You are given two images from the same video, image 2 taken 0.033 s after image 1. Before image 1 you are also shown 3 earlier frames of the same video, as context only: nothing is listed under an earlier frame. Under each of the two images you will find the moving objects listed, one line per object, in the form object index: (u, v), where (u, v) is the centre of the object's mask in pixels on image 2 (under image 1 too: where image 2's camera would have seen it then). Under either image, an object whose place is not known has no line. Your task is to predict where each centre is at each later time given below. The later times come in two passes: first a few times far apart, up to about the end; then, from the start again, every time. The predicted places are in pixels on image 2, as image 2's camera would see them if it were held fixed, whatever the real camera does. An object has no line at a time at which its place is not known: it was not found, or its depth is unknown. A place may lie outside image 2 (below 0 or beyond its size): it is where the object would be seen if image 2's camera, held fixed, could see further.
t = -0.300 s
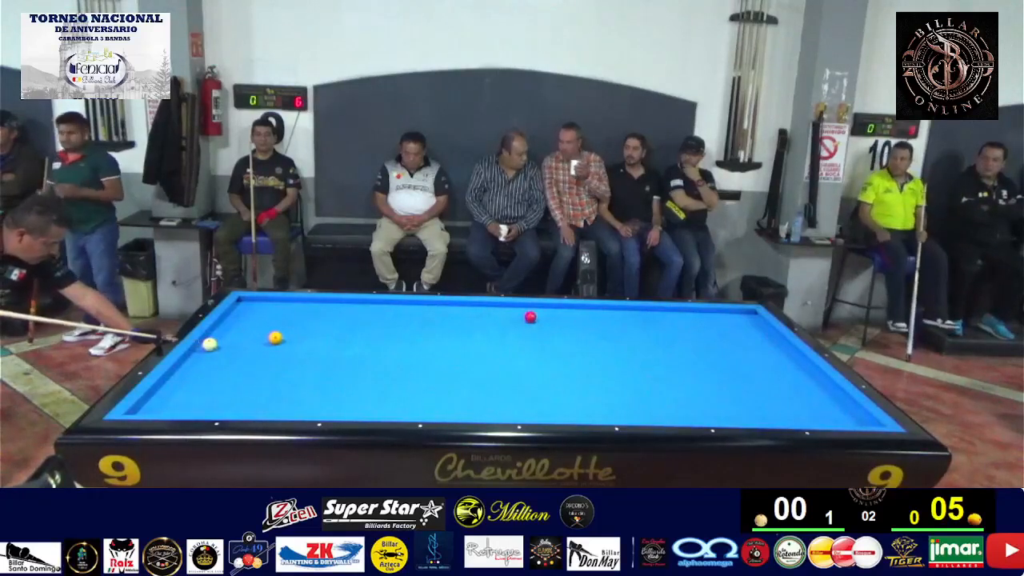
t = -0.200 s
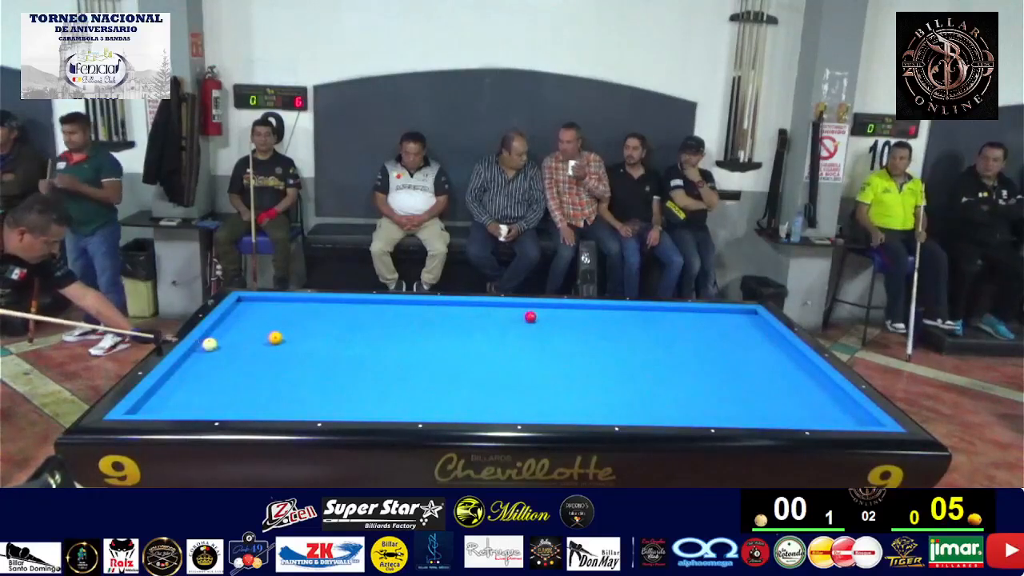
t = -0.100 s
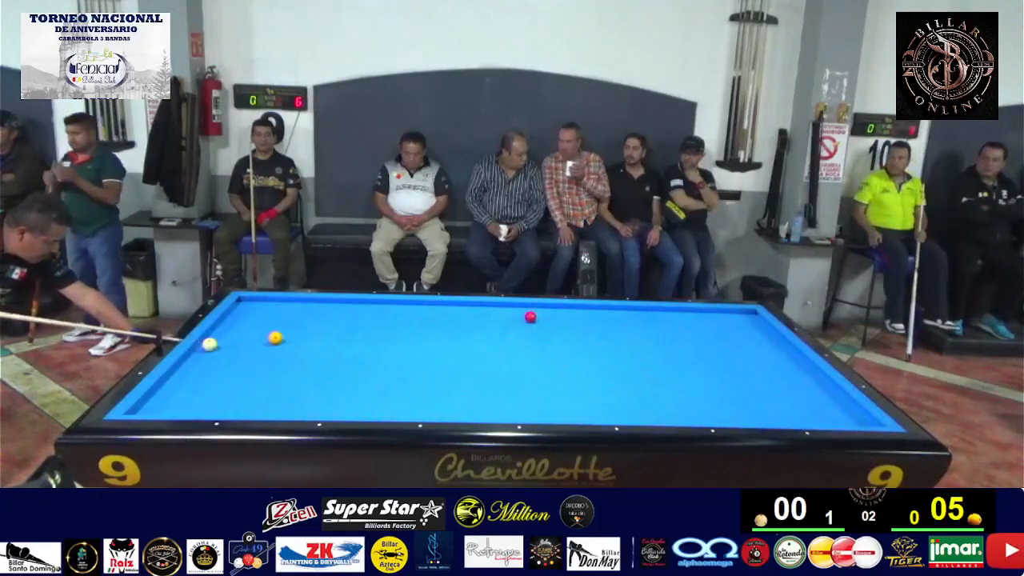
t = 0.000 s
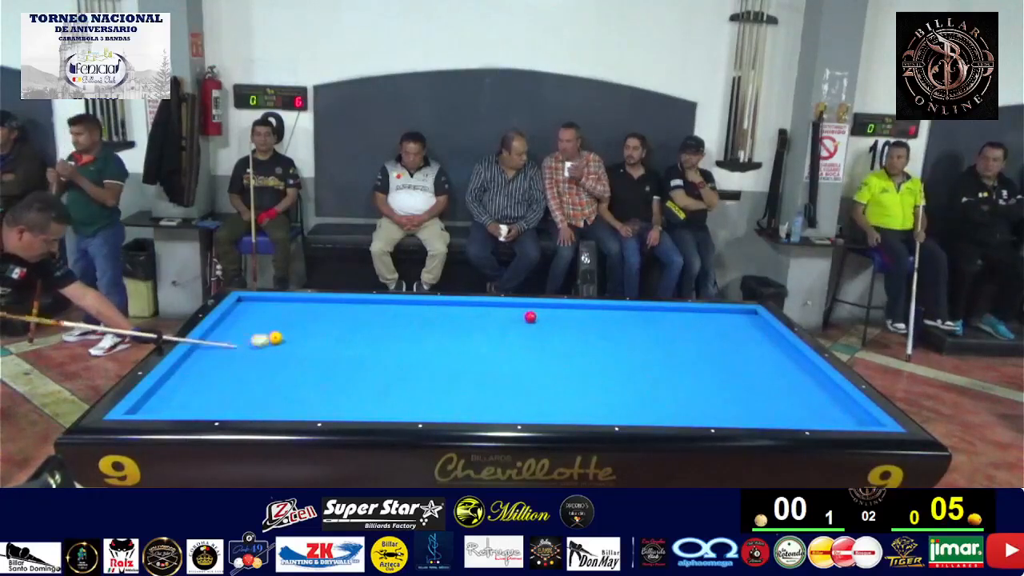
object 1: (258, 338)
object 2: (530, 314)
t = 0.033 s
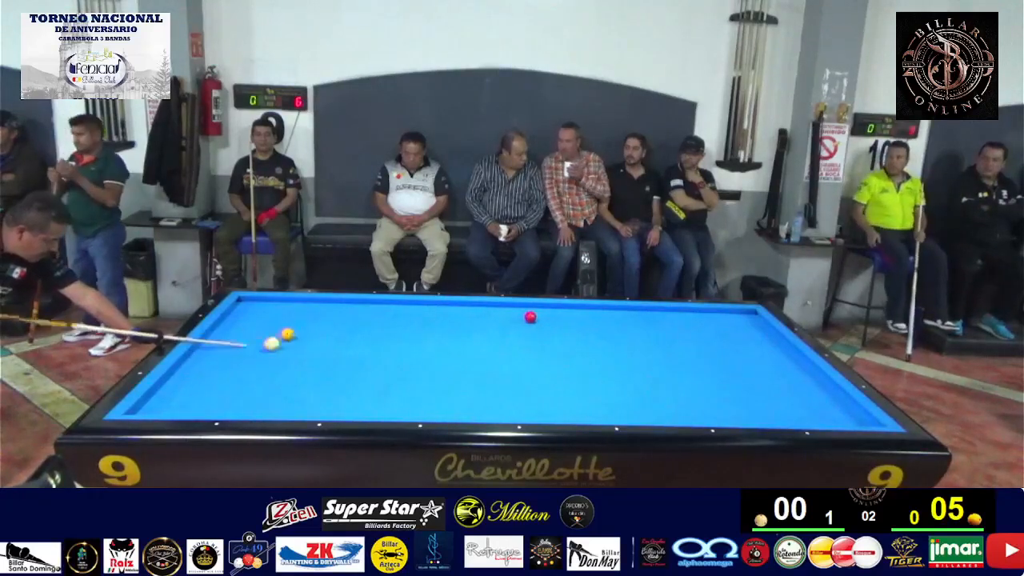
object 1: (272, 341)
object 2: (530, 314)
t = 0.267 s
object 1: (333, 364)
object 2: (530, 314)
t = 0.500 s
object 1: (388, 381)
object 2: (530, 314)
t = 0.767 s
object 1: (451, 400)
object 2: (530, 314)
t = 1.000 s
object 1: (511, 413)
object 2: (530, 315)
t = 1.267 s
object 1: (586, 406)
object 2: (530, 315)
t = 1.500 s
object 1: (648, 400)
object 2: (530, 315)
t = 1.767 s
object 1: (713, 393)
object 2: (530, 315)
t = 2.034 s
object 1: (774, 388)
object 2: (530, 315)
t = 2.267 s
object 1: (824, 383)
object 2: (530, 315)
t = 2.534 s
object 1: (783, 369)
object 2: (530, 315)
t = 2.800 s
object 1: (742, 356)
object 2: (530, 315)
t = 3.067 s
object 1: (706, 344)
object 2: (530, 315)
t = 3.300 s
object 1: (676, 334)
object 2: (530, 315)
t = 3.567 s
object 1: (645, 324)
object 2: (530, 315)
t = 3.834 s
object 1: (617, 315)
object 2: (530, 315)
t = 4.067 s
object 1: (594, 308)
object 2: (530, 315)
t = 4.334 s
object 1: (570, 309)
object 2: (530, 314)
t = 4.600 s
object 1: (547, 312)
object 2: (530, 314)
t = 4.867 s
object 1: (531, 312)
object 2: (523, 318)
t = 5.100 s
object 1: (520, 312)
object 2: (513, 322)
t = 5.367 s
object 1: (510, 312)
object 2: (503, 325)
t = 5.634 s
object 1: (500, 311)
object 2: (493, 329)
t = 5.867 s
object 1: (491, 310)
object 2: (484, 332)
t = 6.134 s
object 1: (482, 310)
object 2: (474, 336)
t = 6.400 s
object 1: (474, 310)
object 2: (464, 340)
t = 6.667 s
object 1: (467, 309)
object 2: (454, 343)
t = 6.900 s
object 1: (461, 309)
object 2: (446, 346)
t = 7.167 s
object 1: (455, 309)
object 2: (437, 350)
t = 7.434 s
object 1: (449, 309)
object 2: (428, 353)
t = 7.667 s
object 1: (445, 309)
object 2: (421, 356)
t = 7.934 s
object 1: (441, 309)
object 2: (412, 359)
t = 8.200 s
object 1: (438, 309)
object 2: (405, 363)
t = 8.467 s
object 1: (435, 309)
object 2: (397, 366)
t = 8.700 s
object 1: (433, 309)
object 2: (391, 368)
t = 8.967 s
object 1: (432, 309)
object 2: (384, 371)
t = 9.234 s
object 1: (431, 309)
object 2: (378, 373)
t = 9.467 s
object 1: (431, 309)
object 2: (374, 375)
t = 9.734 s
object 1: (431, 310)
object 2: (368, 378)
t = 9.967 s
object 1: (431, 310)
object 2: (365, 379)
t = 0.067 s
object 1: (280, 345)
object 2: (530, 314)
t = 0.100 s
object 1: (289, 349)
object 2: (530, 314)
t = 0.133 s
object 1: (299, 351)
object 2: (530, 314)
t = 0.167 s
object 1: (307, 355)
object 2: (530, 314)
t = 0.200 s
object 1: (316, 358)
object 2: (530, 314)
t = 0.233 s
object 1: (325, 361)
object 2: (530, 314)
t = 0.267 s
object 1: (333, 364)
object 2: (530, 314)
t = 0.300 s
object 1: (341, 367)
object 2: (530, 314)
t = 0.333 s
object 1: (350, 369)
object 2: (530, 314)
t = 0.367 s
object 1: (358, 372)
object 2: (530, 314)
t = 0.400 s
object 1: (366, 374)
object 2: (530, 314)
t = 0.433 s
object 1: (373, 377)
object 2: (530, 314)
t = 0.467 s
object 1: (381, 379)
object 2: (530, 314)
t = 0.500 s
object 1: (388, 381)
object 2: (530, 314)
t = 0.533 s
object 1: (396, 384)
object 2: (530, 314)
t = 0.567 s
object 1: (403, 386)
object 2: (530, 314)
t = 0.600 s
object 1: (411, 388)
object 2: (530, 314)
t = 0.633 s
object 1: (419, 390)
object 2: (530, 314)
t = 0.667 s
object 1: (427, 393)
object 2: (530, 314)
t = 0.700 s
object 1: (435, 395)
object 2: (530, 314)
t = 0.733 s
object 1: (442, 398)
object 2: (530, 314)
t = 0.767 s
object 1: (451, 400)
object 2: (530, 314)
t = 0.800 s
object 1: (459, 402)
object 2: (530, 315)
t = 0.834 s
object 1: (467, 405)
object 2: (530, 314)
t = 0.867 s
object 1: (476, 407)
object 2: (530, 314)
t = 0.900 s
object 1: (483, 409)
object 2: (530, 315)
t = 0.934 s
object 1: (492, 411)
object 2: (530, 315)
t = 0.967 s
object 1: (501, 413)
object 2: (530, 315)
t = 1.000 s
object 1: (511, 413)
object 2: (530, 315)
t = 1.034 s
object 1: (521, 412)
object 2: (530, 315)
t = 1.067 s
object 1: (530, 411)
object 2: (530, 315)
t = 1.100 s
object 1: (540, 410)
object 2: (530, 315)
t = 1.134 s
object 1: (550, 409)
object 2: (530, 315)
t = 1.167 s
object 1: (559, 409)
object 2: (530, 315)
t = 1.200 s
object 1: (568, 408)
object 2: (530, 315)
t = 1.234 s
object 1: (577, 407)
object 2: (530, 315)
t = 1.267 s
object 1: (586, 406)
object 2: (530, 315)
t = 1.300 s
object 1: (595, 405)
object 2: (530, 315)
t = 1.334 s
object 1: (604, 404)
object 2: (530, 315)
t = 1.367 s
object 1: (613, 404)
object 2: (530, 315)
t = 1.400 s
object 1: (622, 403)
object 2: (530, 315)
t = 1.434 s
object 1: (630, 401)
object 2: (530, 315)
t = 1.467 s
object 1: (639, 401)
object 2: (530, 315)
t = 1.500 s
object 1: (648, 400)
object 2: (530, 315)
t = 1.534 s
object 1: (656, 399)
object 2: (530, 315)
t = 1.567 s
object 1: (665, 398)
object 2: (530, 315)
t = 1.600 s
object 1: (673, 398)
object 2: (530, 315)
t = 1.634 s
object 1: (681, 397)
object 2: (530, 315)
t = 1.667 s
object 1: (690, 396)
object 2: (530, 315)
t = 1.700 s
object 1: (697, 395)
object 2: (530, 315)
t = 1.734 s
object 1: (706, 394)
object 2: (530, 315)
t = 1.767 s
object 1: (713, 393)
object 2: (530, 315)
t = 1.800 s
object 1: (721, 393)
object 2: (530, 315)
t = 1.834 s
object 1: (728, 392)
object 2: (530, 315)
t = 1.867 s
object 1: (736, 391)
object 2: (530, 315)
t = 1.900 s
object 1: (744, 390)
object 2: (530, 315)
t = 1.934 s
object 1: (752, 390)
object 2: (530, 315)
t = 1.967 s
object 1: (759, 389)
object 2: (530, 315)
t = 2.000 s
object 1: (767, 388)
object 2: (530, 315)
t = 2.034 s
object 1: (774, 388)
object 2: (530, 315)
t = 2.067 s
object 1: (781, 387)
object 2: (530, 315)
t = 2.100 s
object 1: (789, 386)
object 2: (530, 315)
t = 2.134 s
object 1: (796, 386)
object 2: (530, 315)
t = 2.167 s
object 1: (803, 385)
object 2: (530, 315)
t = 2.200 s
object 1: (810, 384)
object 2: (530, 315)
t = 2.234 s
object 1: (817, 383)
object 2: (530, 315)
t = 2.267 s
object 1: (824, 383)
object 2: (530, 315)
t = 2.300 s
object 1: (829, 382)
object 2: (530, 315)
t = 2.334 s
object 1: (823, 380)
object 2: (530, 315)
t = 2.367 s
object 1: (814, 378)
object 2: (530, 315)
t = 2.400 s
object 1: (807, 376)
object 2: (530, 315)
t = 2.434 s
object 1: (800, 374)
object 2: (530, 315)
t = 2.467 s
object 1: (794, 372)
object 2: (530, 315)
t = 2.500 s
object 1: (788, 371)
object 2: (530, 315)
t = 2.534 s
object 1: (783, 369)
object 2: (530, 315)
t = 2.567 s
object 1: (777, 367)
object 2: (530, 315)
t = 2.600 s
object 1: (772, 365)
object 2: (530, 315)
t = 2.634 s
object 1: (767, 364)
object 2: (530, 315)
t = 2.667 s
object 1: (762, 362)
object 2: (530, 315)
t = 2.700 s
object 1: (757, 361)
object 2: (530, 315)
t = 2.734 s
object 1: (752, 359)
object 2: (530, 315)
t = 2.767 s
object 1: (747, 357)
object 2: (530, 315)
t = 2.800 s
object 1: (742, 356)
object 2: (530, 315)
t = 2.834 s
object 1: (738, 354)
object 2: (530, 315)
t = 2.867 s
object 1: (733, 352)
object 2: (530, 315)
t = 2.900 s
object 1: (728, 351)
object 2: (530, 315)
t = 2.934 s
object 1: (723, 350)
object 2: (530, 315)
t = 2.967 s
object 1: (719, 348)
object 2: (530, 315)
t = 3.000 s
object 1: (714, 347)
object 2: (530, 315)
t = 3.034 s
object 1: (710, 346)
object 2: (530, 315)
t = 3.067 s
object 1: (706, 344)
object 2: (530, 315)
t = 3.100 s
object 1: (701, 343)
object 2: (530, 315)
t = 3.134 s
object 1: (697, 341)
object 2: (530, 315)
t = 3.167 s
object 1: (692, 340)
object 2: (530, 315)
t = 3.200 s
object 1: (689, 339)
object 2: (530, 315)
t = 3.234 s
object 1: (684, 337)
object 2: (530, 315)
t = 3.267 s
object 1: (680, 336)
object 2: (530, 315)
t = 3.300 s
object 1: (676, 334)
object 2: (530, 315)
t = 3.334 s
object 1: (672, 333)
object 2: (530, 315)
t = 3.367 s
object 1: (668, 332)
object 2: (530, 315)
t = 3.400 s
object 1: (664, 331)
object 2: (530, 315)
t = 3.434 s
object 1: (660, 329)
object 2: (530, 315)
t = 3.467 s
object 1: (657, 328)
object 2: (530, 315)
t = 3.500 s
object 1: (653, 327)
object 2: (530, 315)
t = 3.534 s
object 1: (649, 326)
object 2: (530, 315)
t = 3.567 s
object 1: (645, 324)
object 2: (530, 315)
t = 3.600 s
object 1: (641, 323)
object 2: (530, 315)
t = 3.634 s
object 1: (638, 322)
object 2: (530, 315)
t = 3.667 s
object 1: (634, 321)
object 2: (530, 315)
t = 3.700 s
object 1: (631, 320)
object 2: (530, 315)
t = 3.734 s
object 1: (627, 319)
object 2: (530, 315)
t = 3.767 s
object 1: (623, 318)
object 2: (530, 315)
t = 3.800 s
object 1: (620, 316)
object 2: (530, 315)
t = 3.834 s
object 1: (617, 315)
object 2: (530, 315)
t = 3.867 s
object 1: (613, 314)
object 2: (530, 315)
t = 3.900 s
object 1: (610, 313)
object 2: (530, 315)
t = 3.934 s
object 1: (607, 312)
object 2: (530, 315)
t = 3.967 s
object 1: (603, 311)
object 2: (530, 315)
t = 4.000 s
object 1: (600, 310)
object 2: (530, 315)
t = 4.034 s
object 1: (597, 309)
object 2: (530, 315)
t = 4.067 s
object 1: (594, 308)
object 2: (530, 315)
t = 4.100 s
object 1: (591, 307)
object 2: (530, 314)
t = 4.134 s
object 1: (588, 306)
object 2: (530, 315)
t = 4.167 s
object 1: (585, 307)
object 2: (530, 314)
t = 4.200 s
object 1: (582, 307)
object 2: (530, 314)
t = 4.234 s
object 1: (579, 307)
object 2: (530, 314)
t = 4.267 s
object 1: (576, 308)
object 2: (530, 314)
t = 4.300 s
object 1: (573, 308)
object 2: (530, 314)
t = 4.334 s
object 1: (570, 309)
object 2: (530, 314)
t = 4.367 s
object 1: (567, 309)
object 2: (530, 314)
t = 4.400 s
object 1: (564, 310)
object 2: (530, 314)
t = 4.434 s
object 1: (562, 310)
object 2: (530, 314)
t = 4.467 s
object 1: (559, 310)
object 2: (530, 314)
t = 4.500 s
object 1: (556, 311)
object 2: (530, 314)
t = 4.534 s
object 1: (553, 311)
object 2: (530, 314)
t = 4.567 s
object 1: (550, 312)
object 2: (530, 314)
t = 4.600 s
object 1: (547, 312)
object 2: (530, 314)
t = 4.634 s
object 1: (544, 312)
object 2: (530, 315)
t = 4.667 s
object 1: (541, 312)
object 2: (530, 315)
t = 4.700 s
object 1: (539, 312)
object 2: (530, 315)
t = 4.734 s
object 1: (537, 313)
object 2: (528, 315)
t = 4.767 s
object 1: (535, 312)
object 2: (527, 316)
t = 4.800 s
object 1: (534, 312)
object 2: (526, 317)
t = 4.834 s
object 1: (532, 312)
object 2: (524, 318)
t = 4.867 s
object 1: (531, 312)
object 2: (523, 318)
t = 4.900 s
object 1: (529, 312)
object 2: (521, 318)
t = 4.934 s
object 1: (528, 312)
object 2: (520, 319)
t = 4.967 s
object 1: (526, 313)
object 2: (519, 320)
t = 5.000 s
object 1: (525, 312)
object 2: (517, 320)
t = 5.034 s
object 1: (523, 312)
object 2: (516, 321)
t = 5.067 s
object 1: (522, 313)
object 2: (515, 321)
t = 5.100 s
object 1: (520, 312)
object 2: (513, 322)
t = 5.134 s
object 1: (519, 312)
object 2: (512, 322)
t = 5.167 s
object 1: (517, 312)
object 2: (511, 323)
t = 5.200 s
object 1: (516, 312)
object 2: (510, 323)
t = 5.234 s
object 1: (515, 312)
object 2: (508, 323)
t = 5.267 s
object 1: (514, 312)
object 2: (507, 324)
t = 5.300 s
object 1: (512, 312)
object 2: (506, 325)
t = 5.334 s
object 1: (511, 312)
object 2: (505, 325)
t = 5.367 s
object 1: (510, 312)
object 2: (503, 325)
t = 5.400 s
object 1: (508, 312)
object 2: (502, 326)
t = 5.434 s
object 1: (507, 312)
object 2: (501, 326)
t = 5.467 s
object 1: (505, 311)
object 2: (500, 327)
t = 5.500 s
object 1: (504, 311)
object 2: (498, 327)
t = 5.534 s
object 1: (503, 311)
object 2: (497, 327)
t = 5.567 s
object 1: (502, 311)
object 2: (495, 328)
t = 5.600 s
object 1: (500, 311)
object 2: (494, 328)
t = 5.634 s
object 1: (500, 311)
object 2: (493, 329)
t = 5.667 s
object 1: (498, 311)
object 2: (491, 330)
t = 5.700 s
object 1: (497, 311)
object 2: (490, 330)
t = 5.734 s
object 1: (496, 311)
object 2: (489, 330)
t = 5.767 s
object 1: (495, 311)
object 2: (487, 331)
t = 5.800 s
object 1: (493, 311)
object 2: (486, 331)
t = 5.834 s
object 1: (492, 310)
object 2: (485, 332)
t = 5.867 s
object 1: (491, 310)
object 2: (484, 332)
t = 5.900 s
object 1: (490, 310)
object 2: (482, 333)
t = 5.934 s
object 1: (489, 310)
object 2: (481, 333)
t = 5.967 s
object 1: (487, 310)
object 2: (480, 334)
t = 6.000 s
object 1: (487, 310)
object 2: (478, 334)
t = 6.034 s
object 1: (485, 310)
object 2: (477, 335)
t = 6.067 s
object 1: (484, 310)
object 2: (476, 335)
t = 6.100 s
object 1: (483, 310)
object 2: (475, 336)
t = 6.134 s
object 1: (482, 310)
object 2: (474, 336)
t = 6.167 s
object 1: (481, 310)
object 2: (472, 337)
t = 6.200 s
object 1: (480, 310)
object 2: (471, 337)
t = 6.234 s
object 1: (479, 310)
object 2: (470, 338)
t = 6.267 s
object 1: (478, 310)
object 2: (468, 338)
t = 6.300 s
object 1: (477, 310)
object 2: (467, 339)
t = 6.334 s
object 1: (476, 310)
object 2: (466, 339)
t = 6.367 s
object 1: (475, 310)
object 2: (465, 339)
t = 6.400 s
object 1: (474, 310)
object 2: (464, 340)
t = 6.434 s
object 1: (473, 310)
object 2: (462, 340)
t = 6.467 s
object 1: (472, 310)
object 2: (461, 341)
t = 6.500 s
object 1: (471, 310)
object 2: (460, 341)
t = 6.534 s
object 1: (470, 310)
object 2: (459, 341)
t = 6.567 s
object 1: (469, 309)
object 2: (457, 342)
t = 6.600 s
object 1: (469, 310)
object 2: (456, 342)
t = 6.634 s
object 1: (468, 309)
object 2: (455, 343)
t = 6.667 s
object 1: (467, 309)
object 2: (454, 343)
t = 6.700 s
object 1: (466, 309)
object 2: (453, 344)
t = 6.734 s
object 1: (465, 309)
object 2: (452, 344)
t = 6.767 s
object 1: (464, 309)
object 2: (450, 345)
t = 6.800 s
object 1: (463, 309)
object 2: (449, 345)
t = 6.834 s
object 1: (462, 309)
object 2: (448, 346)
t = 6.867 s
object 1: (461, 309)
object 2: (447, 346)
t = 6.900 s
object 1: (461, 309)
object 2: (446, 346)
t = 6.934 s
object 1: (460, 309)
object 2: (445, 347)
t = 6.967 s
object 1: (459, 309)
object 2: (444, 347)
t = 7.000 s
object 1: (458, 309)
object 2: (442, 348)
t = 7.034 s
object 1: (457, 309)
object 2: (441, 348)
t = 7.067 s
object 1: (457, 309)
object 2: (440, 349)
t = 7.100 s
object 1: (456, 309)
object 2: (439, 349)
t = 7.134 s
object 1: (455, 309)
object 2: (438, 350)
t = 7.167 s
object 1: (455, 309)
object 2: (437, 350)
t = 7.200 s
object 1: (454, 309)
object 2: (436, 350)
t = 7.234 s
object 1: (453, 309)
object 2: (435, 351)
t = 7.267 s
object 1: (453, 309)
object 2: (433, 351)
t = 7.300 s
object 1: (452, 309)
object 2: (432, 352)
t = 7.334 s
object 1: (451, 309)
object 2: (431, 352)
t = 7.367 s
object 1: (450, 309)
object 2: (430, 352)
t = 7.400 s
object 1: (450, 309)
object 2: (429, 353)
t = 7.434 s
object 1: (449, 309)
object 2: (428, 353)
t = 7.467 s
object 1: (448, 309)
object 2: (427, 354)
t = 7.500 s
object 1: (448, 309)
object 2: (426, 354)
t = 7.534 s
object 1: (447, 309)
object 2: (425, 355)
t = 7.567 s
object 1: (447, 309)
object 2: (424, 355)
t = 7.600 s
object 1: (446, 309)
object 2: (423, 355)
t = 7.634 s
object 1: (446, 309)
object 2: (422, 356)
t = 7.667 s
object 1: (445, 309)
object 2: (421, 356)
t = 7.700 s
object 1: (444, 309)
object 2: (419, 357)
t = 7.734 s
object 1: (444, 309)
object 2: (418, 357)
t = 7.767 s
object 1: (443, 309)
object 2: (417, 358)
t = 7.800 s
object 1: (443, 309)
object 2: (416, 358)
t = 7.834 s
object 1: (442, 309)
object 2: (415, 358)
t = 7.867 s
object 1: (442, 309)
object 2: (414, 359)
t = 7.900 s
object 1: (441, 309)
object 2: (413, 359)
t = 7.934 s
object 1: (441, 309)
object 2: (412, 359)
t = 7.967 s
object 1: (440, 309)
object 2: (411, 360)
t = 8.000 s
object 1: (440, 309)
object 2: (410, 360)
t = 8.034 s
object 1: (439, 309)
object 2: (409, 361)
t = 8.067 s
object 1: (439, 309)
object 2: (408, 361)
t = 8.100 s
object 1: (439, 309)
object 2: (407, 361)
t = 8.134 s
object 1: (438, 309)
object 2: (406, 362)
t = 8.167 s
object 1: (438, 309)
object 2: (405, 362)
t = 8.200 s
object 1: (438, 309)
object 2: (405, 363)
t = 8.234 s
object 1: (437, 309)
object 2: (403, 363)
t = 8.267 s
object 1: (437, 309)
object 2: (403, 364)
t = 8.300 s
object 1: (436, 309)
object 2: (402, 364)
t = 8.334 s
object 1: (436, 309)
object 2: (401, 364)
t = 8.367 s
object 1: (436, 309)
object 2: (400, 365)
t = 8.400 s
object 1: (435, 309)
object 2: (399, 365)
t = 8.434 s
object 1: (435, 309)
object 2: (398, 365)
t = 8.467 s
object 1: (435, 309)
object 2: (397, 366)
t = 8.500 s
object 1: (434, 309)
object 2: (396, 366)
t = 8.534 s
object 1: (434, 309)
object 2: (395, 367)
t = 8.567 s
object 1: (434, 309)
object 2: (394, 367)
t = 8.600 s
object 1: (434, 309)
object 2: (394, 367)
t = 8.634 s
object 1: (434, 309)
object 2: (393, 367)
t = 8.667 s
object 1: (433, 309)
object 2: (392, 368)
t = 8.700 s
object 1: (433, 309)
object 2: (391, 368)
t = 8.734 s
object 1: (433, 310)
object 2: (390, 368)
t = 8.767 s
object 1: (433, 310)
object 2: (389, 369)
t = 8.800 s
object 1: (433, 309)
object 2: (388, 369)
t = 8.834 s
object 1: (432, 309)
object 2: (388, 370)
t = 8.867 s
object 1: (432, 309)
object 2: (387, 370)
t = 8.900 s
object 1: (432, 309)
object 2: (386, 370)
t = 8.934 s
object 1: (432, 309)
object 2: (385, 370)
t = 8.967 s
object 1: (432, 309)
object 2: (384, 371)
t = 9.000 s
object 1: (432, 309)
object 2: (384, 371)
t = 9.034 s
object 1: (432, 309)
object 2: (383, 371)
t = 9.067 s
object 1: (431, 309)
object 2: (382, 372)
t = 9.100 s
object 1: (432, 309)
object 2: (381, 372)
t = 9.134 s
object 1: (431, 309)
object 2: (381, 372)
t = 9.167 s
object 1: (431, 309)
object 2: (380, 373)
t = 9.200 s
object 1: (431, 309)
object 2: (379, 373)
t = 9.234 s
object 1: (431, 309)
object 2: (378, 373)
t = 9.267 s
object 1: (431, 309)
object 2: (378, 374)
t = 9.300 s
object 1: (431, 309)
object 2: (377, 374)
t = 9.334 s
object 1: (431, 309)
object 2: (376, 375)
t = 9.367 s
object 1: (431, 309)
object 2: (376, 375)
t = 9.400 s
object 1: (431, 309)
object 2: (375, 375)
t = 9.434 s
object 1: (431, 309)
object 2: (374, 375)
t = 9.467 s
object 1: (431, 309)
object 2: (374, 375)
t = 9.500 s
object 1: (431, 309)
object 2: (373, 376)
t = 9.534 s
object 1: (431, 309)
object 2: (372, 376)
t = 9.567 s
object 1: (431, 309)
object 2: (372, 376)
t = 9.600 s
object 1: (431, 309)
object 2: (371, 377)
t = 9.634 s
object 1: (431, 310)
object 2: (370, 377)
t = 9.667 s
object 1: (431, 310)
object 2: (370, 377)
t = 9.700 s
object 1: (432, 309)
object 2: (369, 377)
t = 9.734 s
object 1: (431, 310)
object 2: (368, 378)
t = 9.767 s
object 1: (432, 309)
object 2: (368, 378)
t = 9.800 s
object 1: (432, 310)
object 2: (367, 378)
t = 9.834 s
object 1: (431, 310)
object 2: (367, 378)
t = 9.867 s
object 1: (431, 309)
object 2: (366, 379)
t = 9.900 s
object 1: (431, 309)
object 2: (366, 379)
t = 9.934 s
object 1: (431, 310)
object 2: (365, 379)
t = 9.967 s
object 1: (431, 310)
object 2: (365, 379)
